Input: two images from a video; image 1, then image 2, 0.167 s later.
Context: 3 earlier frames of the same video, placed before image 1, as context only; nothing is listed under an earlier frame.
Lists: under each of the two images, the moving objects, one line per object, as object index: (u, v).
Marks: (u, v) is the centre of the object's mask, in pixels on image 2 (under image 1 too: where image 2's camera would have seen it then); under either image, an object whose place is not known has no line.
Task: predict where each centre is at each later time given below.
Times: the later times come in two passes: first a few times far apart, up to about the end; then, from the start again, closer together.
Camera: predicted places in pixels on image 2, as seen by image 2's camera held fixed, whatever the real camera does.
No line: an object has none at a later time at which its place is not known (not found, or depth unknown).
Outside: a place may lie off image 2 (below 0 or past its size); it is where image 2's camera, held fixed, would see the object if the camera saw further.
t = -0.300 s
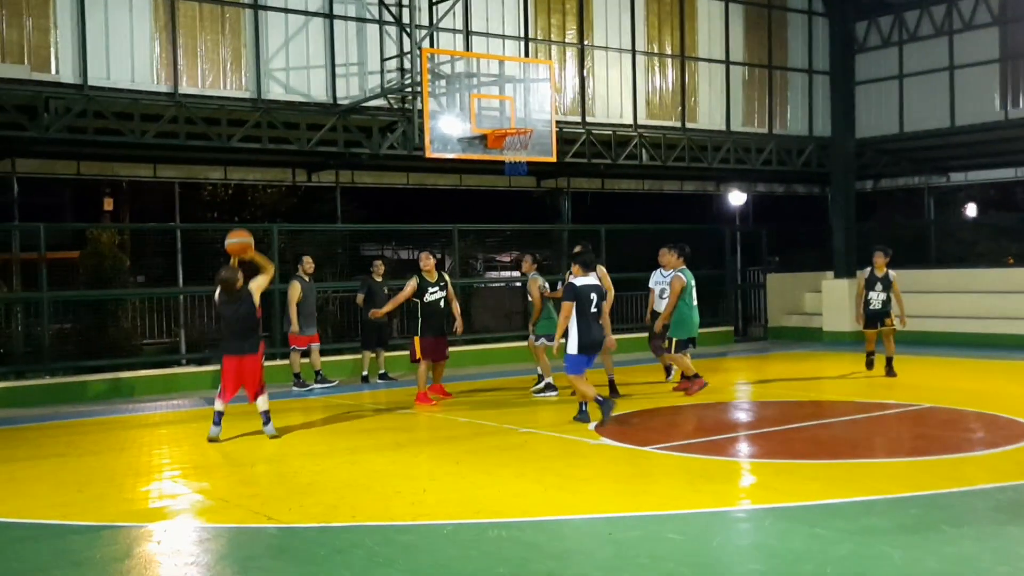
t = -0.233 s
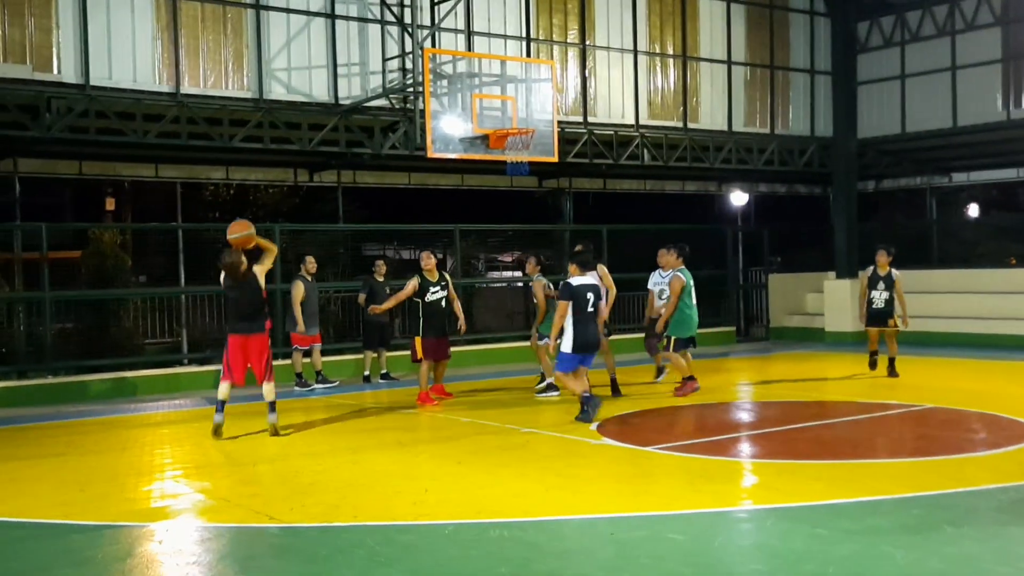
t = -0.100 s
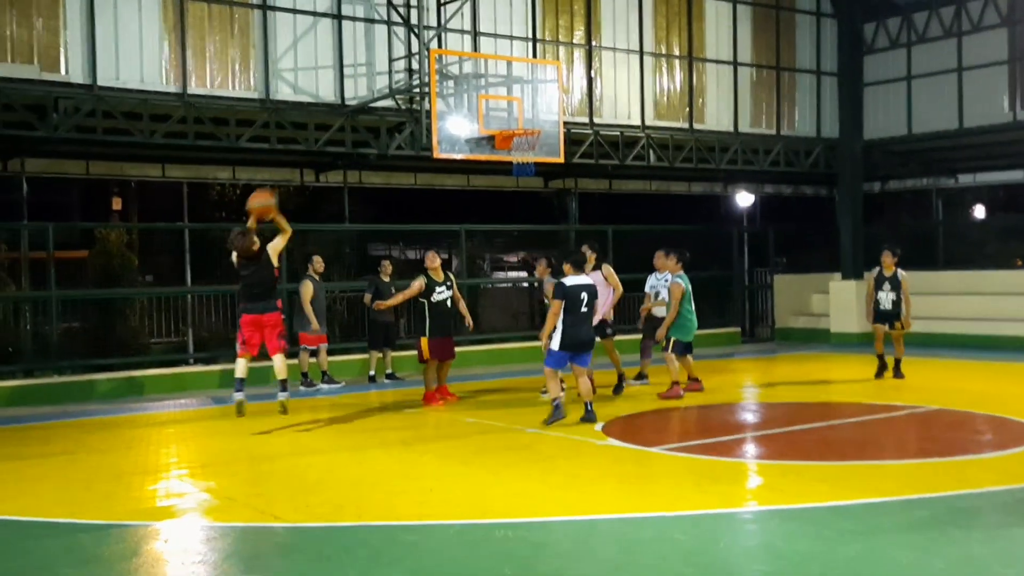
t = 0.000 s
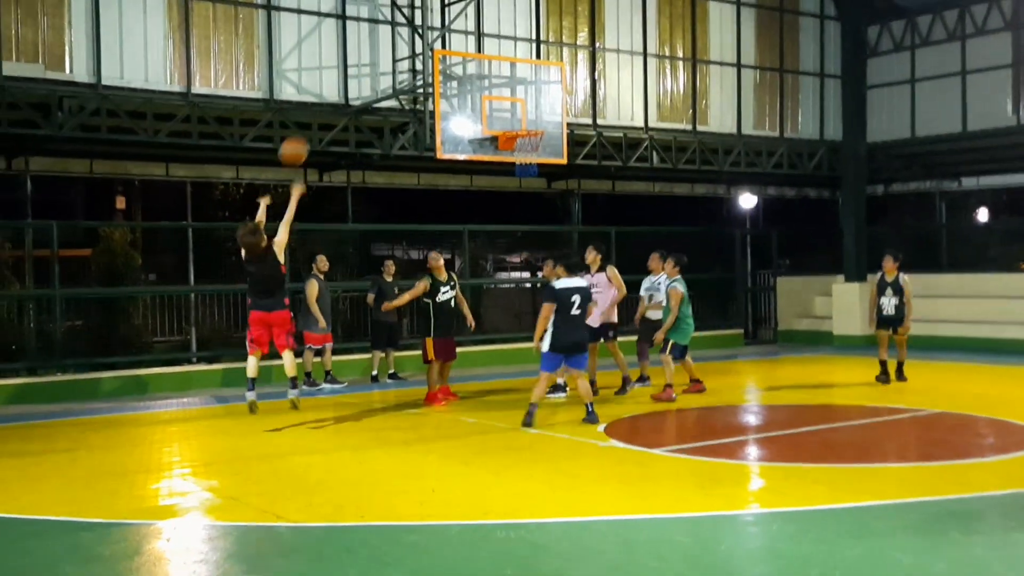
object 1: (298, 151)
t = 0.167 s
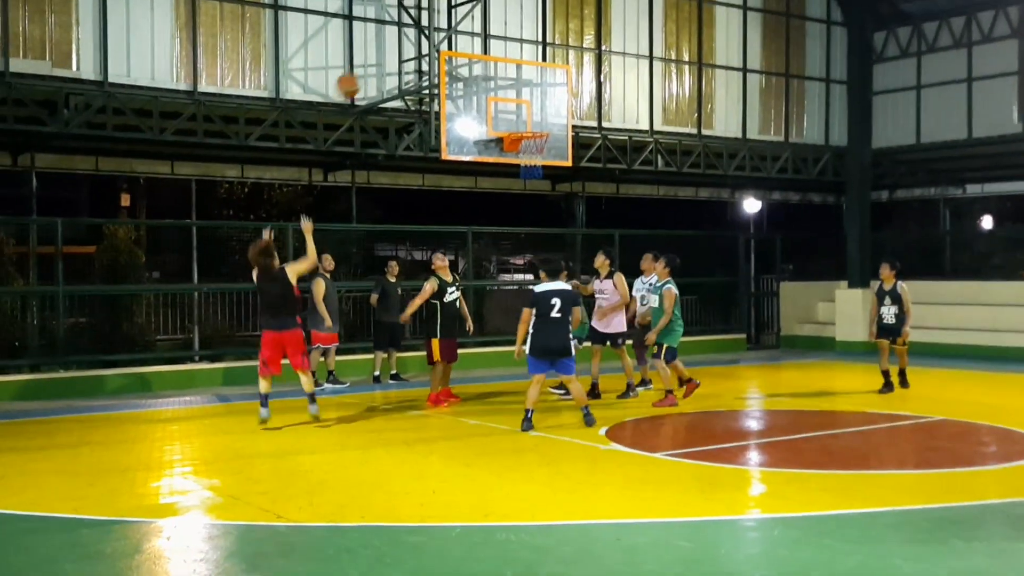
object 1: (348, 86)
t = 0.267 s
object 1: (375, 63)
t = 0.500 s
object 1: (431, 51)
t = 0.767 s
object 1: (487, 97)
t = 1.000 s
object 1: (507, 101)
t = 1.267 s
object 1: (525, 94)
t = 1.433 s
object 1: (538, 121)
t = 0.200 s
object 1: (357, 77)
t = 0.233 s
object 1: (366, 69)
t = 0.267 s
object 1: (375, 63)
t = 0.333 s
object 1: (392, 53)
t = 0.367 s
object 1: (400, 50)
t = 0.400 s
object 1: (409, 50)
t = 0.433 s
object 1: (416, 49)
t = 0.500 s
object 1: (431, 51)
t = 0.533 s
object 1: (439, 53)
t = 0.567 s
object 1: (445, 56)
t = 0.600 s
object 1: (453, 61)
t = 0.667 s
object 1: (467, 73)
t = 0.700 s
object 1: (474, 80)
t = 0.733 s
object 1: (481, 87)
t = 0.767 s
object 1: (487, 97)
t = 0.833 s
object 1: (500, 117)
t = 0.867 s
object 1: (505, 125)
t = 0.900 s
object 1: (505, 119)
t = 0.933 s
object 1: (503, 112)
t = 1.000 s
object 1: (507, 101)
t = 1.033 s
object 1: (509, 96)
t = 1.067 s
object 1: (511, 94)
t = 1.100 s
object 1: (513, 91)
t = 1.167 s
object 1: (518, 90)
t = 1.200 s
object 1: (520, 90)
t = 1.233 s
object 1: (523, 91)
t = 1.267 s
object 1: (525, 94)
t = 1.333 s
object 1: (531, 102)
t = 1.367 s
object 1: (533, 107)
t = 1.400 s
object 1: (535, 113)
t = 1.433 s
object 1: (538, 121)
